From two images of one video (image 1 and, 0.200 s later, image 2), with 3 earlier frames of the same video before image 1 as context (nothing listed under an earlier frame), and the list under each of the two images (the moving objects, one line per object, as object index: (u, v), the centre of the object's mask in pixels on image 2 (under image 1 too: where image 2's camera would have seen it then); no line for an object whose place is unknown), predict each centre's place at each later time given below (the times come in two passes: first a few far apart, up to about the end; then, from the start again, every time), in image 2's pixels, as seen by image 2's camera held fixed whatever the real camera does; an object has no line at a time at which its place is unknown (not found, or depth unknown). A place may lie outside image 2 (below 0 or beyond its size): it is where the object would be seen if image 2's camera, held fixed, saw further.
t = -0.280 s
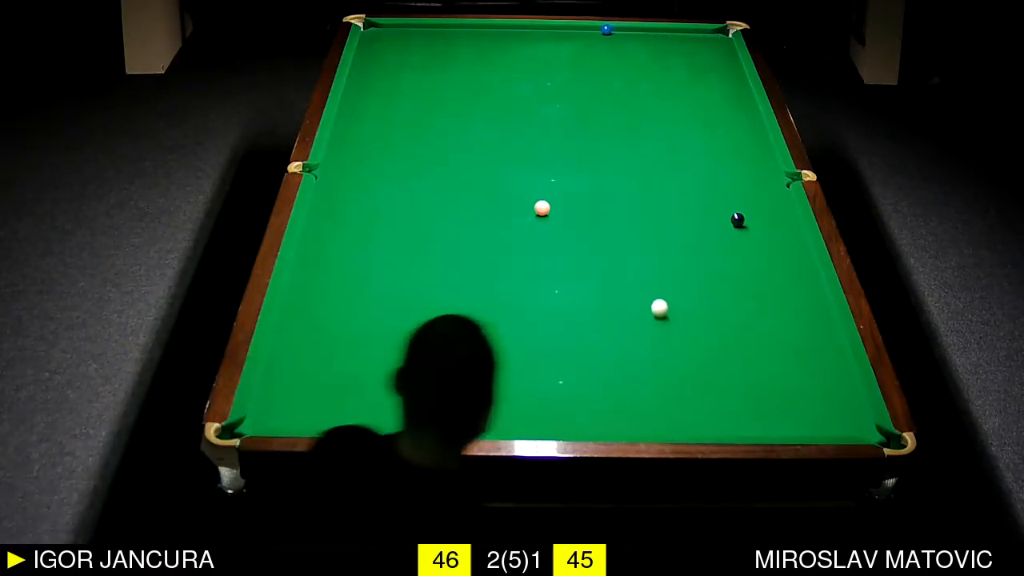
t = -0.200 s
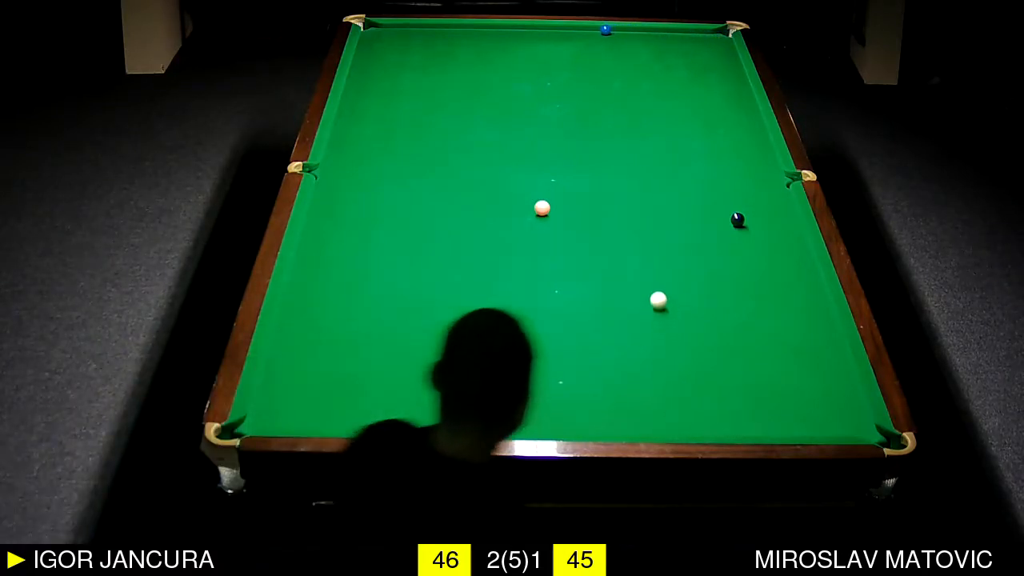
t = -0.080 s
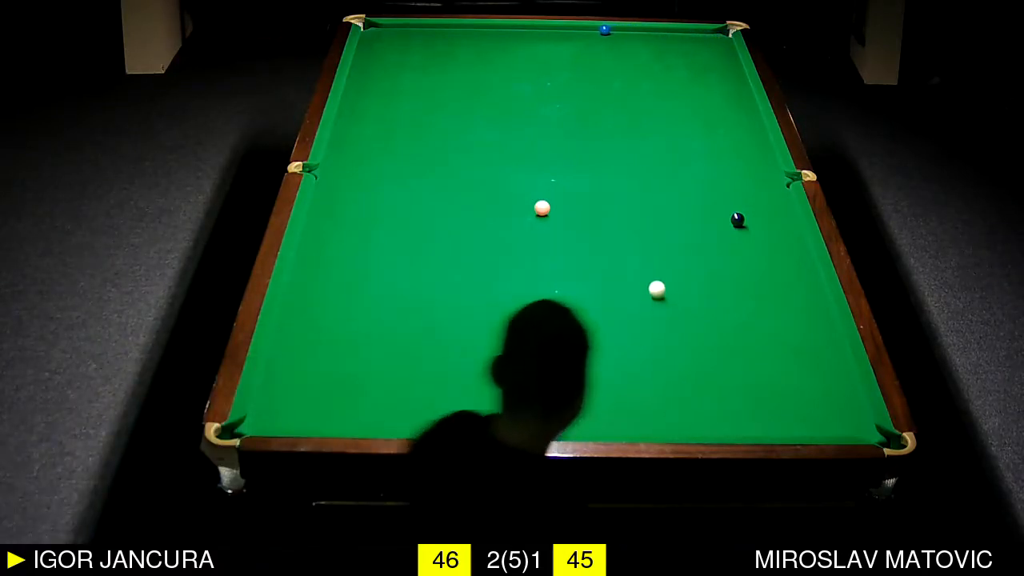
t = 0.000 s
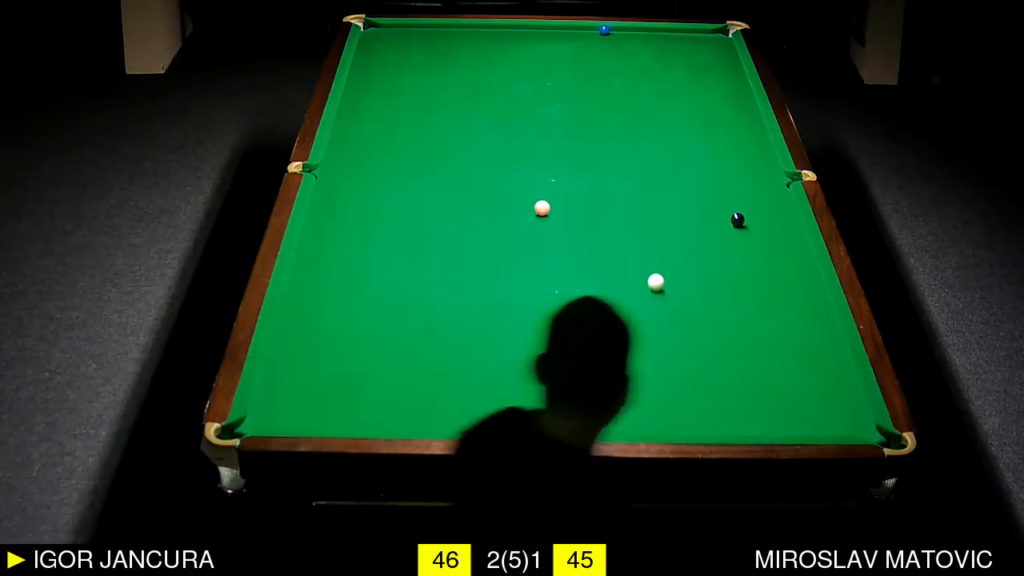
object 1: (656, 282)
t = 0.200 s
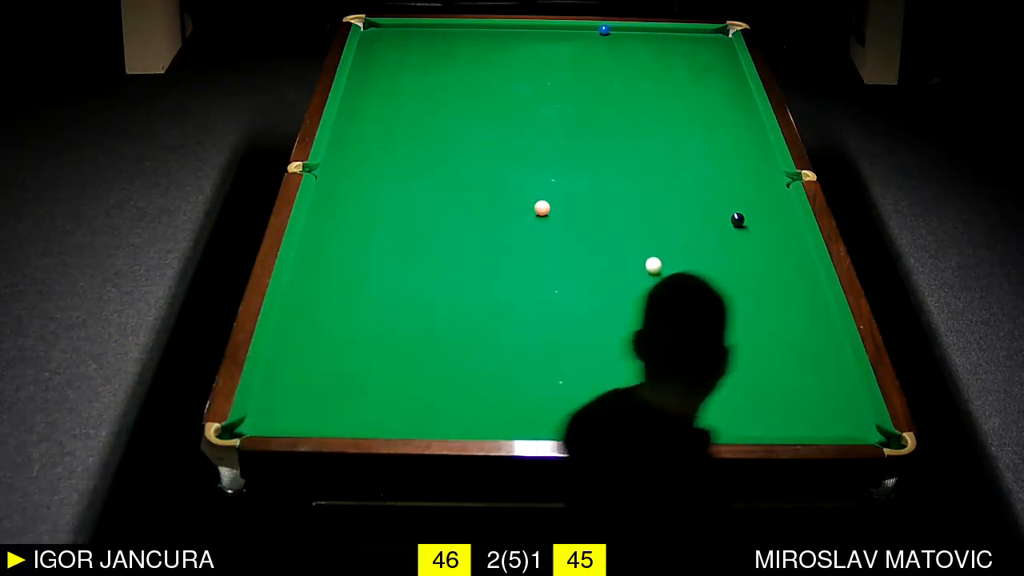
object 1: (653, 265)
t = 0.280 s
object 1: (652, 259)
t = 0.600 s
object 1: (649, 236)
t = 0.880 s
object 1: (646, 217)
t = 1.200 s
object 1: (642, 198)
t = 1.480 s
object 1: (639, 184)
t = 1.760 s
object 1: (636, 171)
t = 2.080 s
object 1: (633, 157)
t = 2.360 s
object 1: (631, 146)
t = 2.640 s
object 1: (629, 137)
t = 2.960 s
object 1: (627, 127)
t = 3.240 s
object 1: (626, 120)
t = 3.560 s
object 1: (624, 113)
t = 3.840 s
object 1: (623, 108)
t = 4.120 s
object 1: (622, 103)
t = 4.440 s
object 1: (620, 100)
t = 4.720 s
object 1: (620, 97)
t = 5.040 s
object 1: (619, 95)
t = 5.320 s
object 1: (619, 94)
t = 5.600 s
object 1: (619, 94)
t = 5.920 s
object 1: (619, 94)
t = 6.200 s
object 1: (619, 94)
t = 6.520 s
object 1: (619, 94)
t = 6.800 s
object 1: (619, 94)
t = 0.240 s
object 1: (653, 262)
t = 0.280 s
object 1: (652, 259)
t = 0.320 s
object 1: (652, 256)
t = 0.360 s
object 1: (652, 253)
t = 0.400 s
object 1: (651, 250)
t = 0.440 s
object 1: (651, 247)
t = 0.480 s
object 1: (650, 244)
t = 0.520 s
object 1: (650, 241)
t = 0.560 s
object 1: (649, 238)
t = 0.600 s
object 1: (649, 236)
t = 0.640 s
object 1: (648, 233)
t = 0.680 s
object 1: (648, 230)
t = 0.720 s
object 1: (647, 227)
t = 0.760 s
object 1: (647, 225)
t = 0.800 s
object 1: (646, 222)
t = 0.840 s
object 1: (646, 220)
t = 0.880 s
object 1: (646, 217)
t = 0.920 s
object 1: (645, 215)
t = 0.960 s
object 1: (645, 213)
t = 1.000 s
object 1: (644, 210)
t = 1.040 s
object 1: (644, 208)
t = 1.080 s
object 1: (643, 205)
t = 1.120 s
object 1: (643, 203)
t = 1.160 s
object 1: (642, 201)
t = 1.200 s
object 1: (642, 198)
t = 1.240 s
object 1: (642, 196)
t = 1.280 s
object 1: (641, 194)
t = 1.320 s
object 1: (641, 192)
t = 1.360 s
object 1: (640, 190)
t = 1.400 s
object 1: (640, 188)
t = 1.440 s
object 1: (639, 186)
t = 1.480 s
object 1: (639, 184)
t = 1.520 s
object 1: (638, 182)
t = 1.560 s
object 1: (638, 180)
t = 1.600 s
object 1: (638, 178)
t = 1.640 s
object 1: (637, 176)
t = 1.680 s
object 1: (637, 174)
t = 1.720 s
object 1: (637, 173)
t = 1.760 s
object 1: (636, 171)
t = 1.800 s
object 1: (636, 169)
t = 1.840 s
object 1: (635, 167)
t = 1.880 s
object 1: (635, 165)
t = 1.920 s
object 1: (635, 164)
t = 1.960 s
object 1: (634, 162)
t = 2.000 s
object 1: (634, 160)
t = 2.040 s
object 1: (634, 159)
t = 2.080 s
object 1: (633, 157)
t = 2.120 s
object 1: (633, 155)
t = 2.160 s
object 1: (633, 154)
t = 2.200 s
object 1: (632, 152)
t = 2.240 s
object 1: (632, 151)
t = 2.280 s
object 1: (632, 149)
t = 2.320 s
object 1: (631, 148)
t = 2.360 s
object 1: (631, 146)
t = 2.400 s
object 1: (631, 145)
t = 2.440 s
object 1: (630, 144)
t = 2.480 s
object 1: (630, 142)
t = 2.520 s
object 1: (630, 141)
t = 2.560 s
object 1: (630, 140)
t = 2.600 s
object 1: (629, 138)
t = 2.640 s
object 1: (629, 137)
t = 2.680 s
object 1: (629, 136)
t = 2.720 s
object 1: (629, 135)
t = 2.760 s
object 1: (628, 133)
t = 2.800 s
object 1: (628, 132)
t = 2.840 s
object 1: (628, 131)
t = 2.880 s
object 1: (628, 130)
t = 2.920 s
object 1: (627, 129)
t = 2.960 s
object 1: (627, 127)
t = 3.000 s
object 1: (627, 126)
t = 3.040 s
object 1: (627, 125)
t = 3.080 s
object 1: (627, 124)
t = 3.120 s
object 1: (626, 123)
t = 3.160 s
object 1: (626, 122)
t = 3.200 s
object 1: (626, 121)
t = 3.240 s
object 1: (626, 120)
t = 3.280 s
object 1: (625, 119)
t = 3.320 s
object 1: (625, 118)
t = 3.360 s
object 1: (625, 117)
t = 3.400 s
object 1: (625, 117)
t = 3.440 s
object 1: (625, 116)
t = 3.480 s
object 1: (624, 115)
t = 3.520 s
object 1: (624, 114)
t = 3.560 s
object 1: (624, 113)
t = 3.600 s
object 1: (624, 112)
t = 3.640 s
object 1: (624, 112)
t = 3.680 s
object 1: (623, 111)
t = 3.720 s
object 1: (623, 110)
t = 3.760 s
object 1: (623, 109)
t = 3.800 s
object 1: (623, 108)
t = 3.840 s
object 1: (623, 108)
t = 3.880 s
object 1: (622, 107)
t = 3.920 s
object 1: (622, 107)
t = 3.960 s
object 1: (622, 106)
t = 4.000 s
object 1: (622, 105)
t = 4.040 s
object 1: (622, 105)
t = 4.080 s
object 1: (622, 104)
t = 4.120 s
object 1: (622, 103)
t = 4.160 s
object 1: (621, 103)
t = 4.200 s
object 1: (621, 103)
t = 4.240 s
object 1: (621, 102)
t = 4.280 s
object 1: (621, 102)
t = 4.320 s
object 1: (621, 101)
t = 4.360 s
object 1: (620, 101)
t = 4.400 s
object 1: (620, 100)
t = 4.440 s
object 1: (620, 100)
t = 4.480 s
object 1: (620, 99)
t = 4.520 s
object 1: (620, 99)
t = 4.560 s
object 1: (620, 98)
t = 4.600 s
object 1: (620, 98)
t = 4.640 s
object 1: (620, 98)
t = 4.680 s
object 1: (620, 97)
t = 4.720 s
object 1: (620, 97)
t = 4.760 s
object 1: (620, 97)
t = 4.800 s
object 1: (620, 96)
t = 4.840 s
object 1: (620, 96)
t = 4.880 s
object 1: (620, 96)
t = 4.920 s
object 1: (620, 96)
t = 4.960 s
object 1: (619, 95)
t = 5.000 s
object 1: (619, 95)
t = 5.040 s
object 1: (619, 95)
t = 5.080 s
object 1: (619, 95)
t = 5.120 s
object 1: (619, 95)
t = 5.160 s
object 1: (619, 94)
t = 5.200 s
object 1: (619, 94)
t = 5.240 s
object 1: (619, 94)
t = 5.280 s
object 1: (619, 94)
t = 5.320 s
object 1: (619, 94)
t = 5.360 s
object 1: (619, 94)
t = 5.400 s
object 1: (619, 94)
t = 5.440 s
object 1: (619, 94)
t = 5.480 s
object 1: (619, 94)
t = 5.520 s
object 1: (619, 94)
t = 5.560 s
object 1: (619, 94)
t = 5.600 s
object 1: (619, 94)
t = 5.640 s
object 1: (619, 94)
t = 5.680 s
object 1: (619, 94)
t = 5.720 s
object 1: (619, 94)
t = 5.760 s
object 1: (619, 94)
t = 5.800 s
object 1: (619, 94)
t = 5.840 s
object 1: (619, 94)
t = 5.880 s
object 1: (619, 94)
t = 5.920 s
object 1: (619, 94)
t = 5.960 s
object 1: (619, 94)
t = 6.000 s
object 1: (619, 93)
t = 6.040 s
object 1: (619, 94)
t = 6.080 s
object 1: (619, 94)
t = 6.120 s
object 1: (619, 94)
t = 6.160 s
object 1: (619, 94)
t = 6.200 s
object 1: (619, 94)
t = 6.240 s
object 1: (619, 94)
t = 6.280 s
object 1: (619, 94)
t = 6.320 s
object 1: (619, 94)
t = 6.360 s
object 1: (619, 94)
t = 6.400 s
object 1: (619, 94)
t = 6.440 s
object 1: (619, 94)
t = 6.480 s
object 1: (619, 94)
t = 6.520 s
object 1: (619, 94)
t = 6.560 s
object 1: (619, 94)
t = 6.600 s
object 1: (619, 94)
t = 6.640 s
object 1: (619, 94)
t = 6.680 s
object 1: (619, 94)
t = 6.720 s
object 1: (619, 94)
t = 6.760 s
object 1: (619, 94)
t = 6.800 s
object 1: (619, 94)
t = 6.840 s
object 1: (619, 94)
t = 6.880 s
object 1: (619, 94)
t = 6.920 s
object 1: (619, 94)
